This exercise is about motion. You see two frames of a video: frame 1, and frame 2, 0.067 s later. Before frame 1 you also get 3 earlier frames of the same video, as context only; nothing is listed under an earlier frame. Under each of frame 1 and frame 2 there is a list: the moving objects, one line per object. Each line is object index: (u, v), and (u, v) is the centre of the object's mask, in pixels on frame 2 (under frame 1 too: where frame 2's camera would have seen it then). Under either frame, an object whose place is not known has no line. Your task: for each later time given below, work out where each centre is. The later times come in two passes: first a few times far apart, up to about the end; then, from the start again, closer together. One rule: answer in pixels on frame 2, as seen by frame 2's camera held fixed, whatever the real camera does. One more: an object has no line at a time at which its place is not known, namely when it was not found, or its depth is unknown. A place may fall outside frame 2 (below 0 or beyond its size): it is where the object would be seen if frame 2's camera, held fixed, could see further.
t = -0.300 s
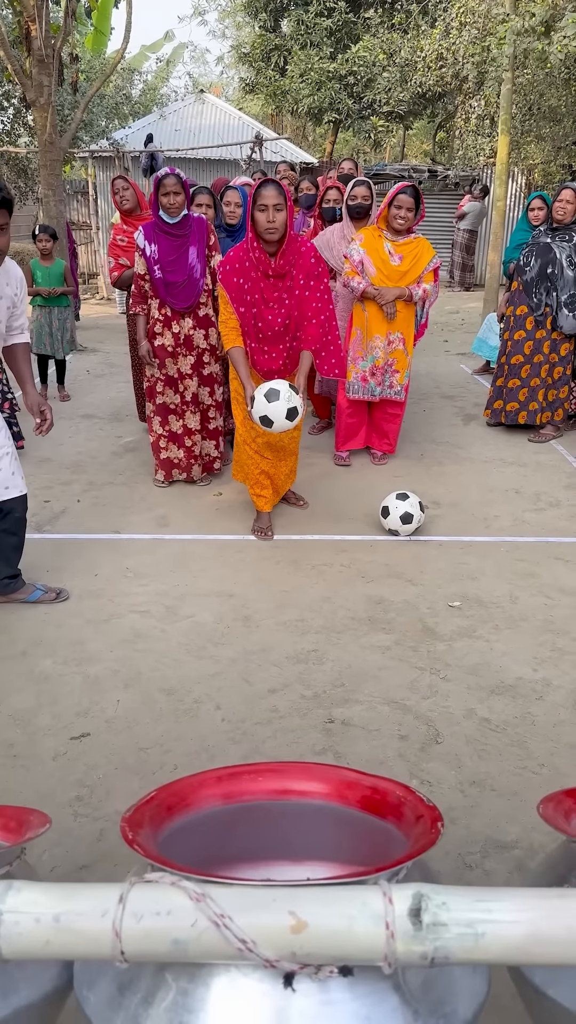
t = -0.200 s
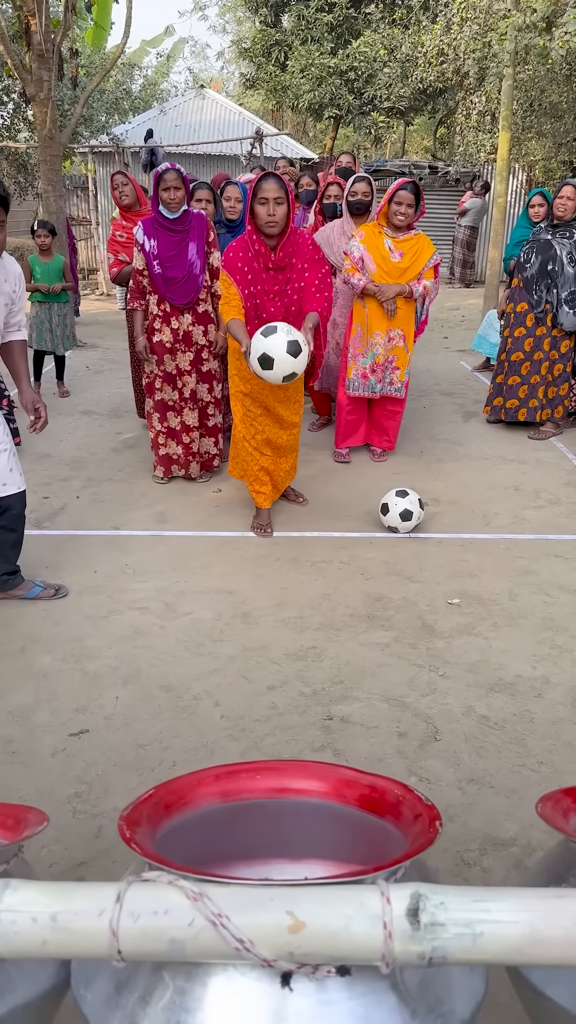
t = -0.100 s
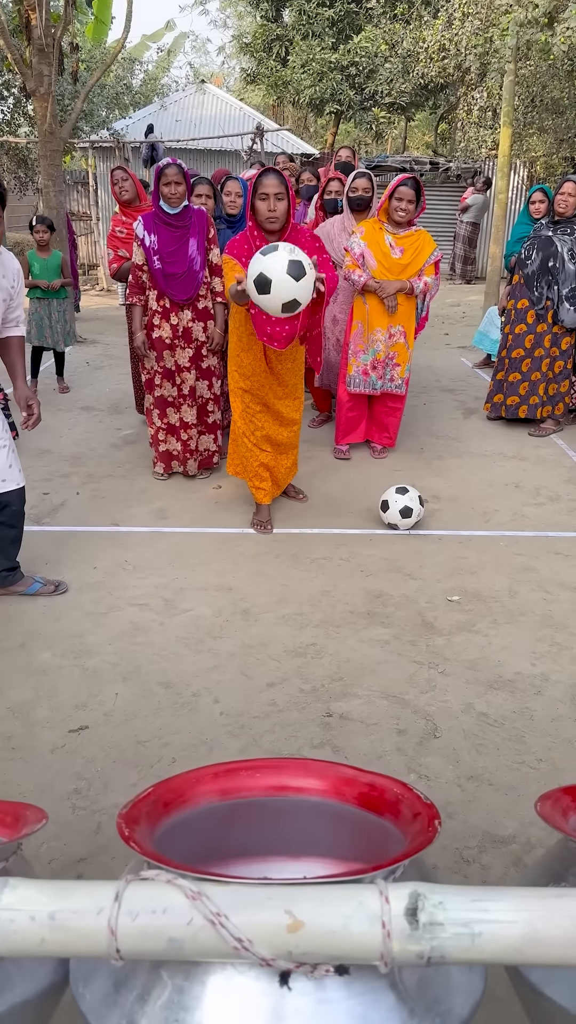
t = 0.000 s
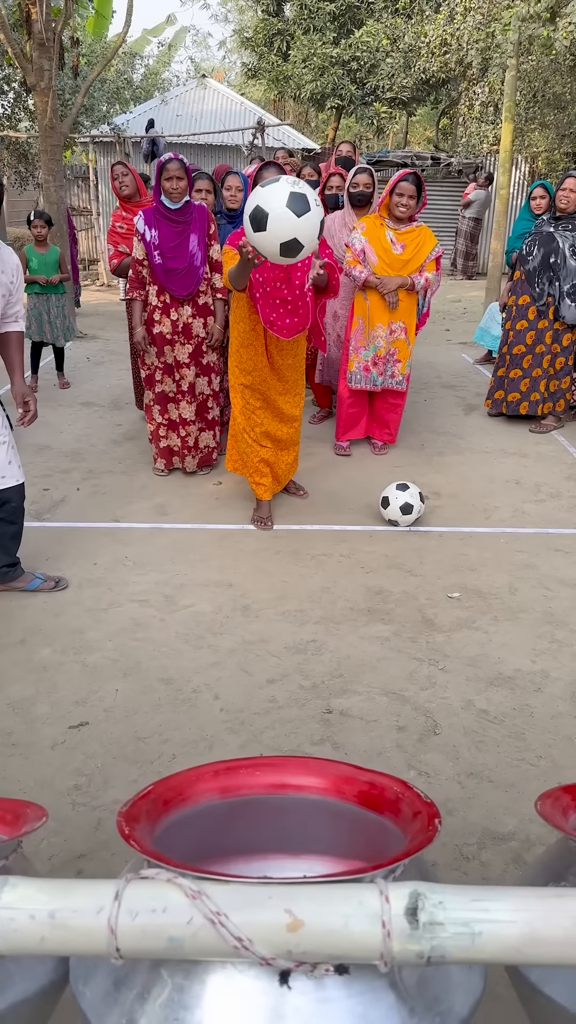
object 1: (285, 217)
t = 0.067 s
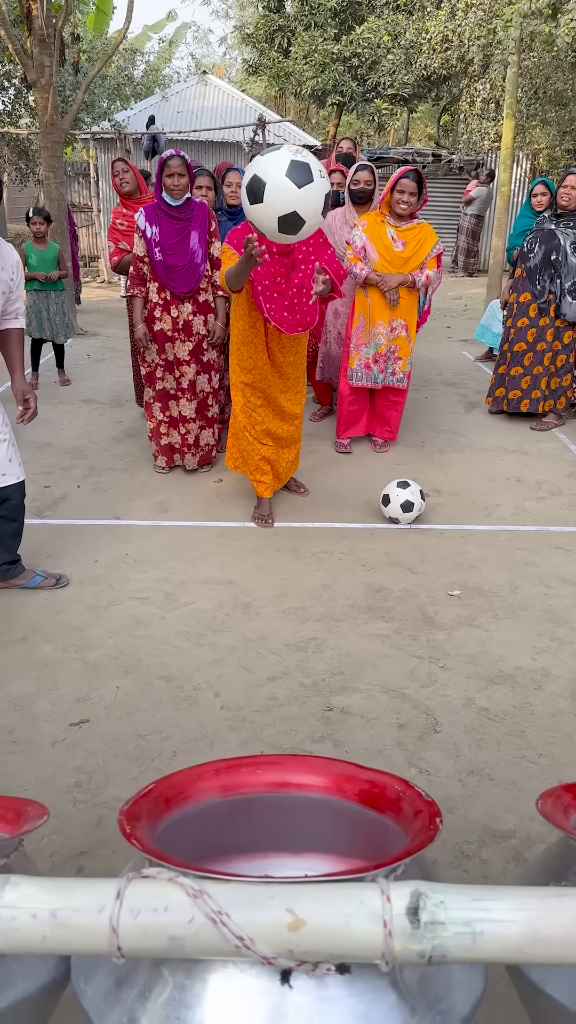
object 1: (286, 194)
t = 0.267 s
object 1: (287, 251)
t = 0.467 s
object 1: (279, 651)
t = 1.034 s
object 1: (284, 606)
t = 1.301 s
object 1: (285, 598)
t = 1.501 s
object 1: (286, 563)
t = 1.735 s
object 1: (286, 547)
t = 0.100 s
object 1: (286, 188)
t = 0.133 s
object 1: (287, 188)
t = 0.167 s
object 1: (287, 193)
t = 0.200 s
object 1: (287, 204)
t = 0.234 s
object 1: (287, 224)
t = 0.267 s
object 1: (287, 251)
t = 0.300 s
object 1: (287, 289)
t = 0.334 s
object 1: (287, 337)
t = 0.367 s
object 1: (286, 396)
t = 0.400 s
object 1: (284, 467)
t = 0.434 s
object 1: (282, 551)
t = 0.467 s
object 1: (279, 651)
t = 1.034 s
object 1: (284, 606)
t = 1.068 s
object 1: (285, 593)
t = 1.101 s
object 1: (286, 584)
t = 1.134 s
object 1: (286, 578)
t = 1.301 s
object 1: (285, 598)
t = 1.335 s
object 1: (285, 611)
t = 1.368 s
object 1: (284, 626)
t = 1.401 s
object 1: (284, 614)
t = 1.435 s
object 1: (285, 594)
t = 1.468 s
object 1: (285, 577)
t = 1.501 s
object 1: (286, 563)
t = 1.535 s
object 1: (286, 553)
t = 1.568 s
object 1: (286, 545)
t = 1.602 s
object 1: (286, 540)
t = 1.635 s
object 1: (286, 538)
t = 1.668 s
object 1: (286, 538)
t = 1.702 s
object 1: (286, 541)
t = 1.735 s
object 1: (286, 547)
